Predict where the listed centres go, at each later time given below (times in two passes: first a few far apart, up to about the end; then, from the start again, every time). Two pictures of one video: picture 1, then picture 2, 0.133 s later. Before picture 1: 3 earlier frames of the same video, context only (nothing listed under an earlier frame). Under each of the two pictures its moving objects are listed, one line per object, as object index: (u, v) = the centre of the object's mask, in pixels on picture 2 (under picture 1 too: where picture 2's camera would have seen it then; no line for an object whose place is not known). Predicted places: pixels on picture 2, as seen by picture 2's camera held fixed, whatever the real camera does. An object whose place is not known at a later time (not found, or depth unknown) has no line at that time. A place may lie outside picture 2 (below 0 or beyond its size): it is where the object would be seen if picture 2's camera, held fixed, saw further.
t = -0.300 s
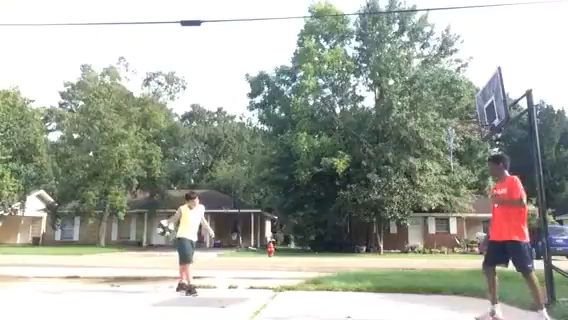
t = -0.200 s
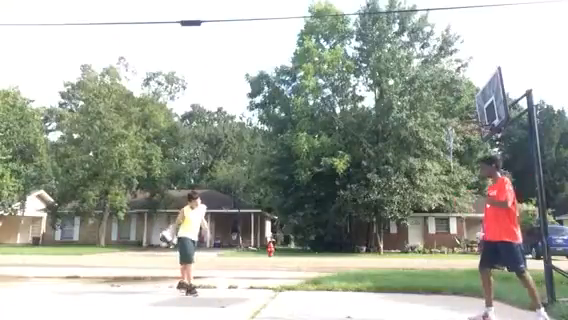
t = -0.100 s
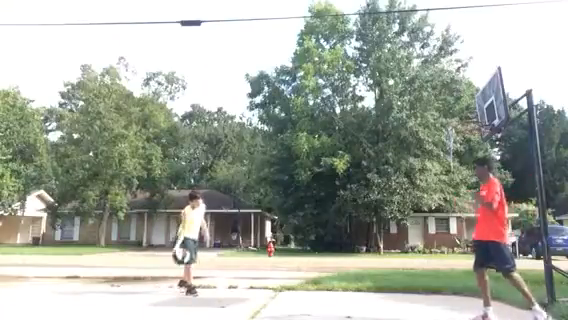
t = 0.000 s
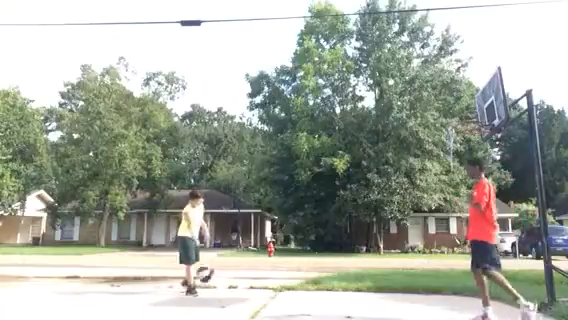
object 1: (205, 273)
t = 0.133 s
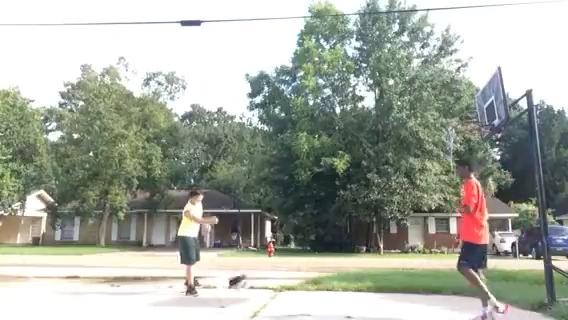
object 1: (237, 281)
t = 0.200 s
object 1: (251, 267)
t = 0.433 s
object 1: (304, 249)
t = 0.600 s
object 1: (345, 263)
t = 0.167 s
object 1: (244, 273)
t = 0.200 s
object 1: (251, 267)
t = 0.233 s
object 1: (258, 262)
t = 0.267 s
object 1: (266, 256)
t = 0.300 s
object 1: (273, 253)
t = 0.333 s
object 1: (281, 251)
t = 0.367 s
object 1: (288, 249)
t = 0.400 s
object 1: (294, 249)
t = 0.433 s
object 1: (304, 249)
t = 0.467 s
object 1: (312, 250)
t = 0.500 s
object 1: (320, 251)
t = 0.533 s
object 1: (329, 254)
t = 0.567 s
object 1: (336, 257)
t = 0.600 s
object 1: (345, 263)
